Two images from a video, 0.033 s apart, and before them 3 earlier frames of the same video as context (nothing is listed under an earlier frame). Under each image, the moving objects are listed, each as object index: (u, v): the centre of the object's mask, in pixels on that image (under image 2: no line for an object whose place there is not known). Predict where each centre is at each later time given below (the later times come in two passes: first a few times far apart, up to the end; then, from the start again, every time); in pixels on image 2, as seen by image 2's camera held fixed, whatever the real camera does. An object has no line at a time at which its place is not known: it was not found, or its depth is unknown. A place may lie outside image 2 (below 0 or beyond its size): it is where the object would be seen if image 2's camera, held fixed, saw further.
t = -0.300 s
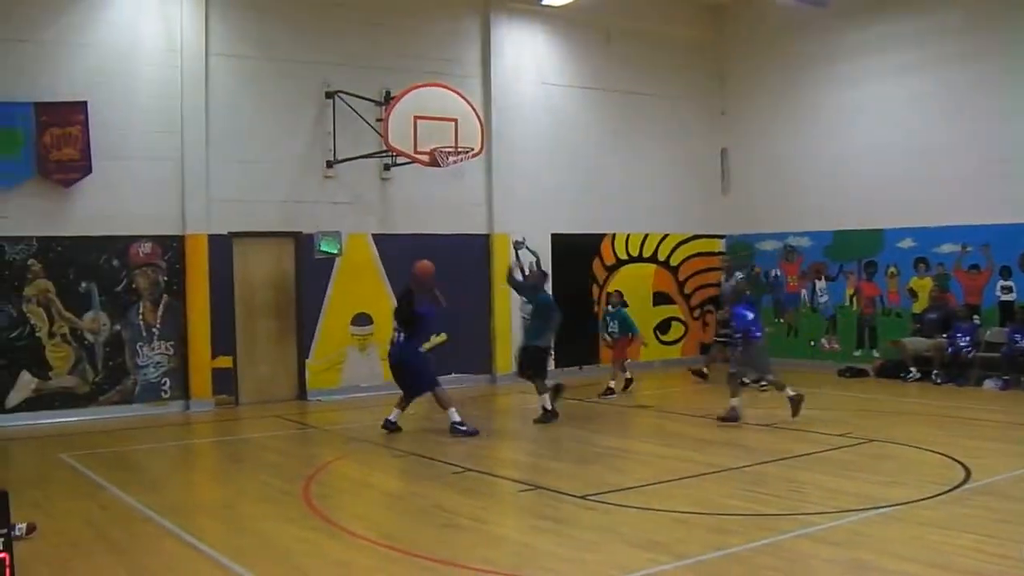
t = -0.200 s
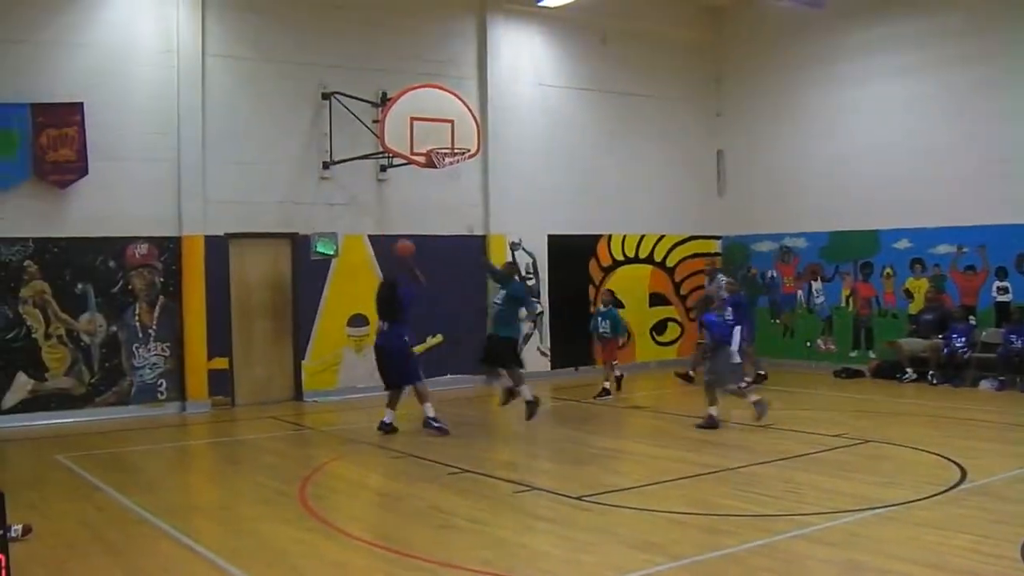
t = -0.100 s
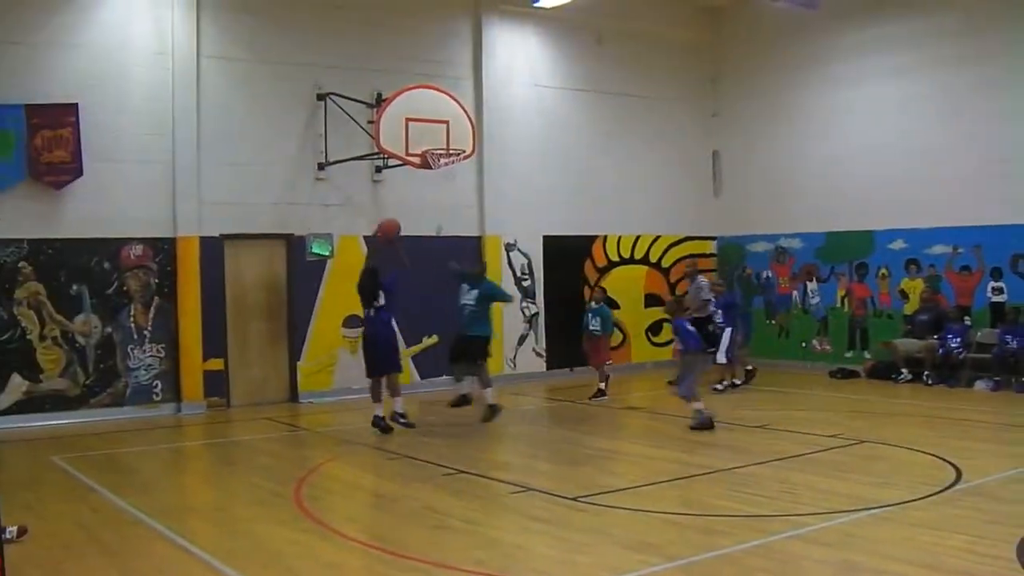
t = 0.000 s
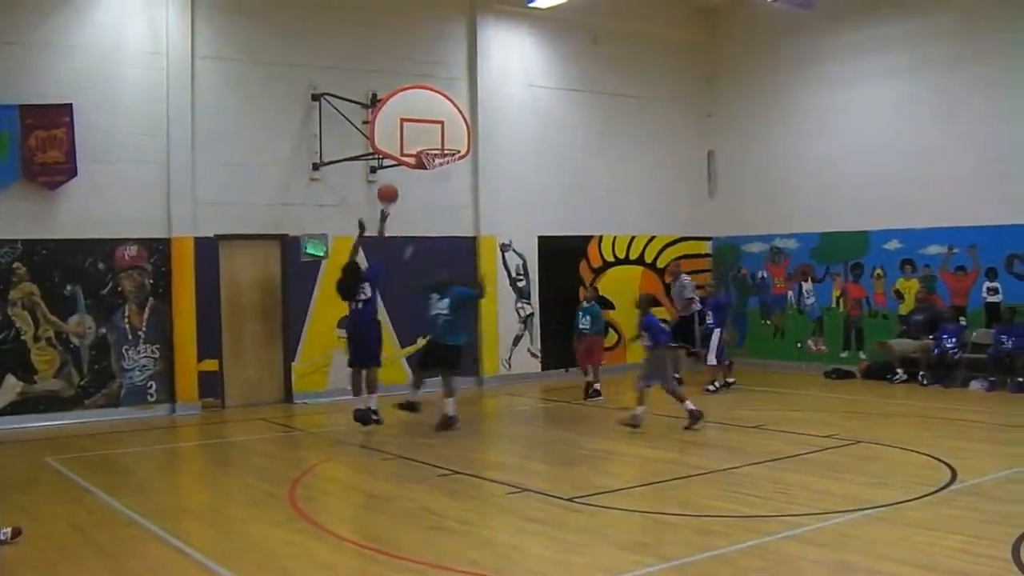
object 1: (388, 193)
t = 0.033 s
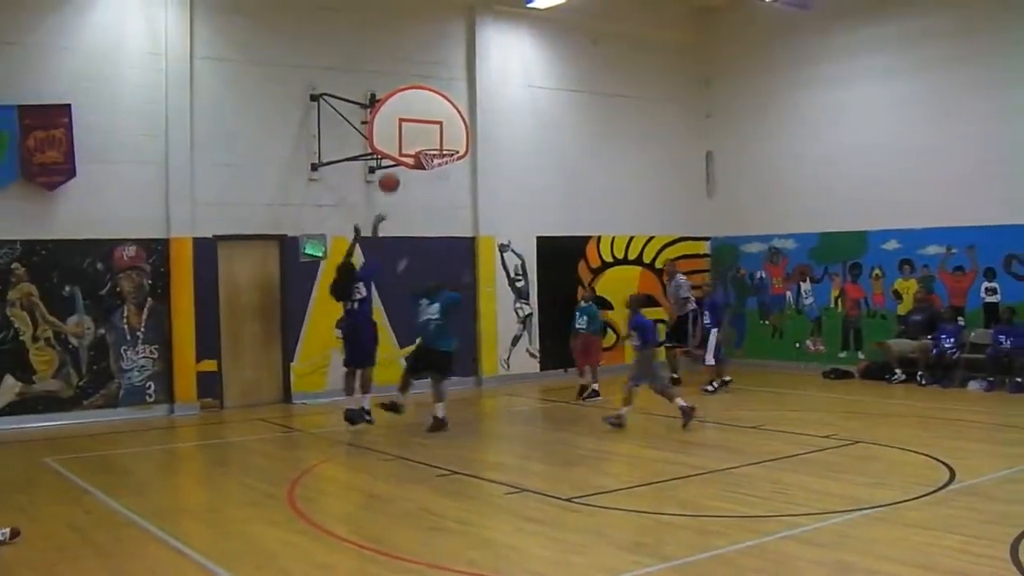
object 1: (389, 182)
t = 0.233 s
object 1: (402, 136)
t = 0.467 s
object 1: (418, 128)
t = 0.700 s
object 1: (443, 148)
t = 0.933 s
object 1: (419, 166)
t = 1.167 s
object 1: (430, 184)
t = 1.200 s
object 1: (433, 188)
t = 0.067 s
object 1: (391, 173)
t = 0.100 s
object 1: (394, 163)
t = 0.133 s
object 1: (396, 154)
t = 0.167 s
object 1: (398, 146)
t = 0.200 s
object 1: (400, 141)
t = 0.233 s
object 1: (402, 136)
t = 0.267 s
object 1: (405, 132)
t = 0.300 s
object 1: (407, 129)
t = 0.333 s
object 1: (410, 126)
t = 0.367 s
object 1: (412, 125)
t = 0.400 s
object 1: (414, 125)
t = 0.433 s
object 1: (416, 126)
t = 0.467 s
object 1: (418, 128)
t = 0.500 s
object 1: (420, 131)
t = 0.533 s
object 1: (425, 133)
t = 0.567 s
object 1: (429, 136)
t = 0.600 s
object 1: (434, 140)
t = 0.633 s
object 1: (438, 144)
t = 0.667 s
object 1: (442, 146)
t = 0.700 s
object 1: (443, 148)
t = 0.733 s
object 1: (443, 149)
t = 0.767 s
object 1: (439, 147)
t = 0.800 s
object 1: (435, 157)
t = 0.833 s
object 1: (431, 161)
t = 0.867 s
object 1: (424, 165)
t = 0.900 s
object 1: (421, 170)
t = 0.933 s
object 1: (419, 166)
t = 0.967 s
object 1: (419, 166)
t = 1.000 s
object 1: (420, 173)
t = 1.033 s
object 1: (421, 168)
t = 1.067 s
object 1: (423, 173)
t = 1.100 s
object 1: (426, 177)
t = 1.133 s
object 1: (428, 181)
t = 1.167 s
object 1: (430, 184)
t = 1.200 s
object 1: (433, 188)
